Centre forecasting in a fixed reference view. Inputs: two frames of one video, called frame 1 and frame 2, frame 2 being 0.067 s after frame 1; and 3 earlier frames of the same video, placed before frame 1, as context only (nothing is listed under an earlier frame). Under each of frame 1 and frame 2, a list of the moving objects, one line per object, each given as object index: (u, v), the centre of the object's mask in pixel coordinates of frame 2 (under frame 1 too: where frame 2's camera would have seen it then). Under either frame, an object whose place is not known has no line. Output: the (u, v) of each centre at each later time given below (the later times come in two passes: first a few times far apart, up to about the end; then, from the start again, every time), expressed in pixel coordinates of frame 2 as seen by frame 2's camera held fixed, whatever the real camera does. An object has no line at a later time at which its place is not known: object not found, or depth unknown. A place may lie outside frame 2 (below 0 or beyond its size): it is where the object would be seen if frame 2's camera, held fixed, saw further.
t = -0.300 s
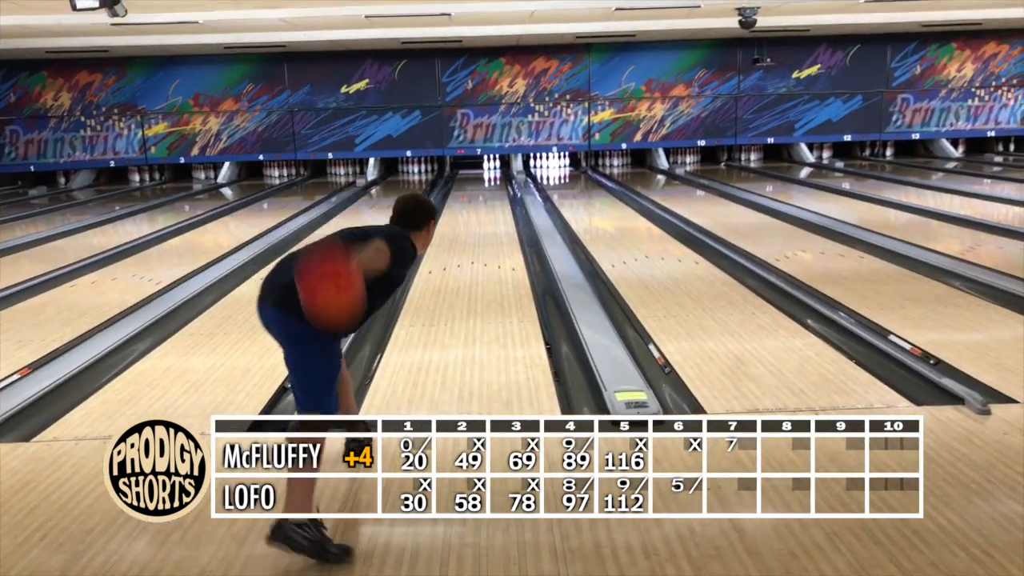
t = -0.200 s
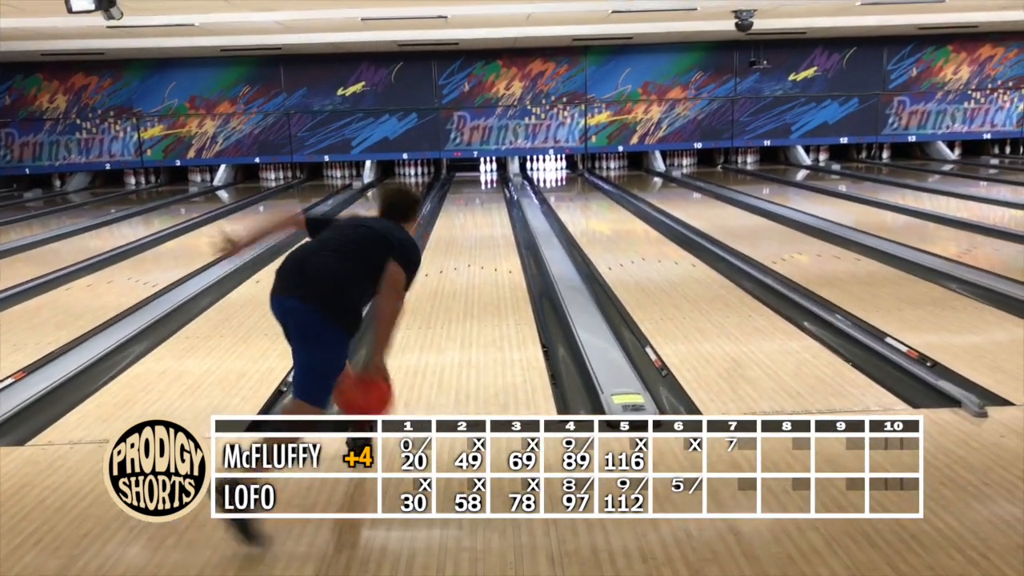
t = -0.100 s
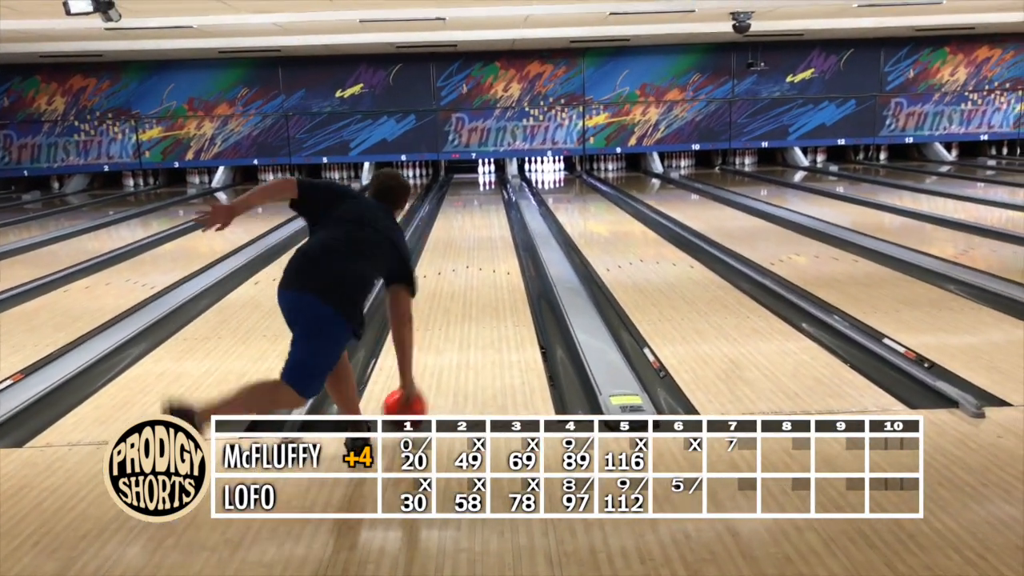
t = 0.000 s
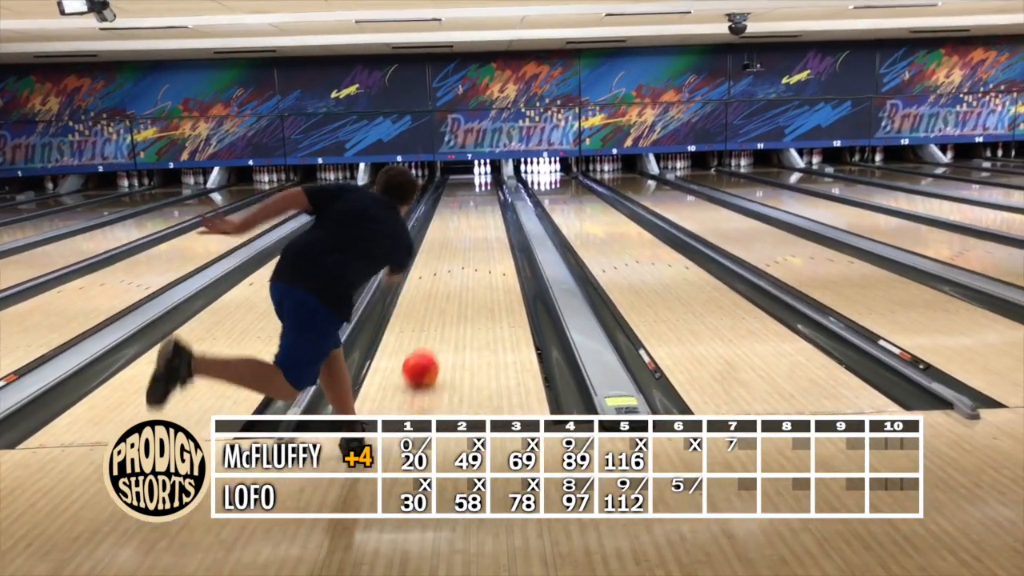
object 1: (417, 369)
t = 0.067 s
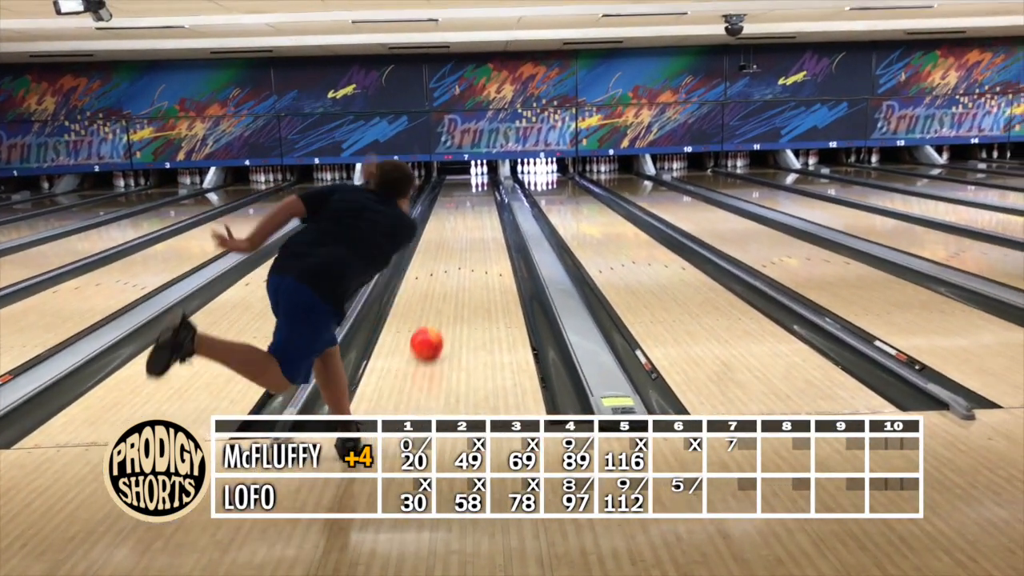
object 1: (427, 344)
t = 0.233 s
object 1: (444, 297)
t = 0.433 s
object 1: (457, 261)
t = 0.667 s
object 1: (466, 235)
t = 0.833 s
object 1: (471, 221)
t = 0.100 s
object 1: (431, 332)
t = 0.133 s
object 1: (435, 322)
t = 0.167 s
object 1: (438, 313)
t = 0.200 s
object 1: (441, 304)
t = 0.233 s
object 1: (444, 297)
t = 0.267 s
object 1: (447, 289)
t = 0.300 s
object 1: (449, 283)
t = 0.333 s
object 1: (451, 276)
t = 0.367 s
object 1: (453, 271)
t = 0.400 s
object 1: (455, 266)
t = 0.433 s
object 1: (457, 261)
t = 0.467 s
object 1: (459, 256)
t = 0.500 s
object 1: (460, 252)
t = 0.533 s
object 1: (462, 248)
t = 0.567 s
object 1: (463, 245)
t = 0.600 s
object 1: (464, 241)
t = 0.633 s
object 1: (465, 238)
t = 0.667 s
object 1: (466, 235)
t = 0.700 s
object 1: (467, 232)
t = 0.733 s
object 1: (468, 229)
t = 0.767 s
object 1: (469, 226)
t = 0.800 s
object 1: (470, 224)
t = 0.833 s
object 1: (471, 221)
